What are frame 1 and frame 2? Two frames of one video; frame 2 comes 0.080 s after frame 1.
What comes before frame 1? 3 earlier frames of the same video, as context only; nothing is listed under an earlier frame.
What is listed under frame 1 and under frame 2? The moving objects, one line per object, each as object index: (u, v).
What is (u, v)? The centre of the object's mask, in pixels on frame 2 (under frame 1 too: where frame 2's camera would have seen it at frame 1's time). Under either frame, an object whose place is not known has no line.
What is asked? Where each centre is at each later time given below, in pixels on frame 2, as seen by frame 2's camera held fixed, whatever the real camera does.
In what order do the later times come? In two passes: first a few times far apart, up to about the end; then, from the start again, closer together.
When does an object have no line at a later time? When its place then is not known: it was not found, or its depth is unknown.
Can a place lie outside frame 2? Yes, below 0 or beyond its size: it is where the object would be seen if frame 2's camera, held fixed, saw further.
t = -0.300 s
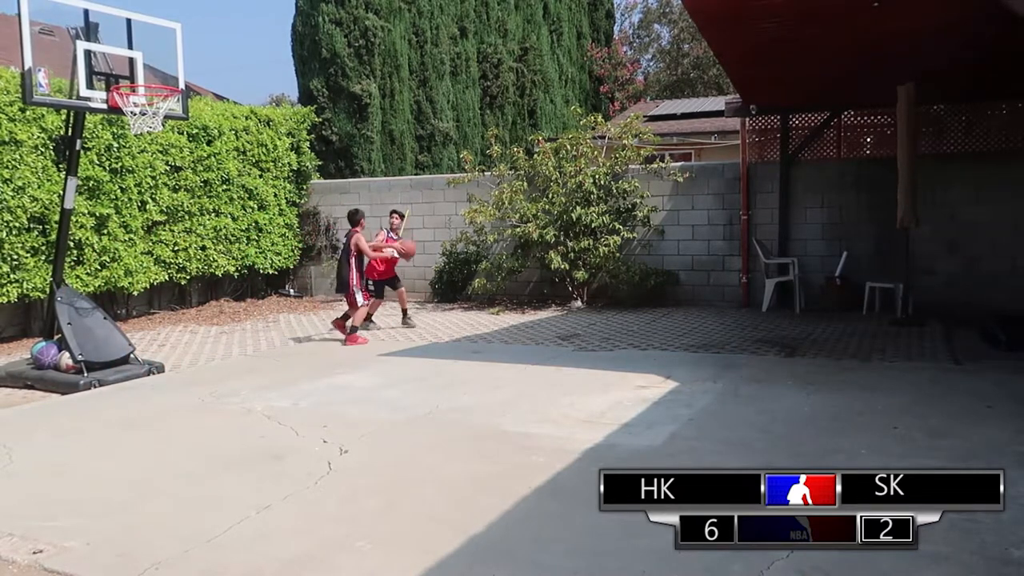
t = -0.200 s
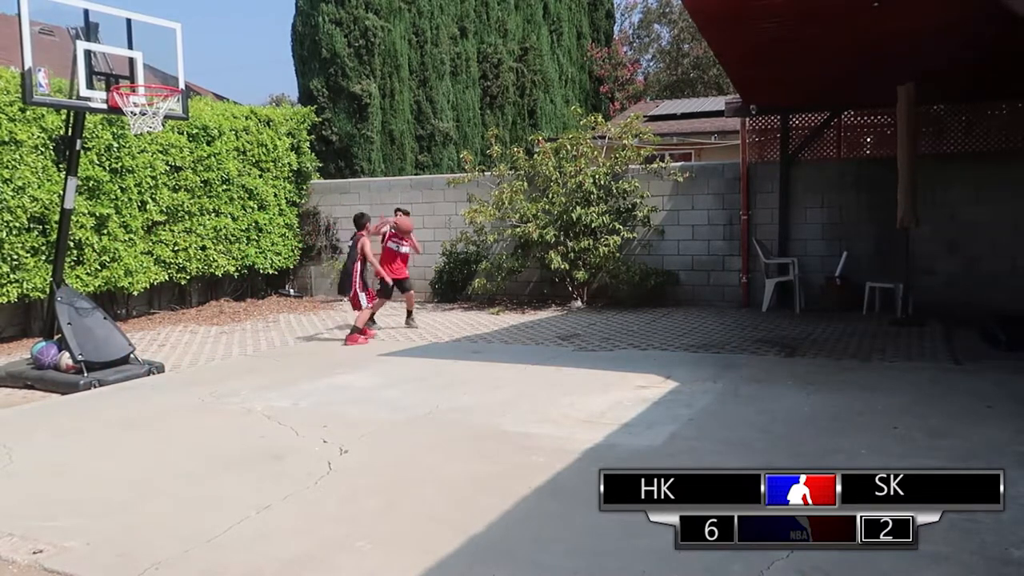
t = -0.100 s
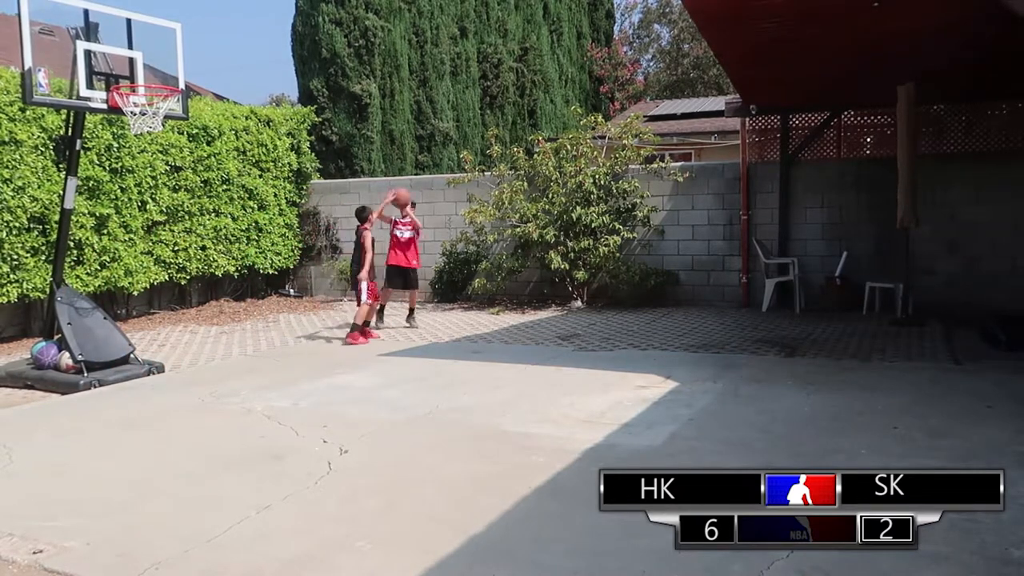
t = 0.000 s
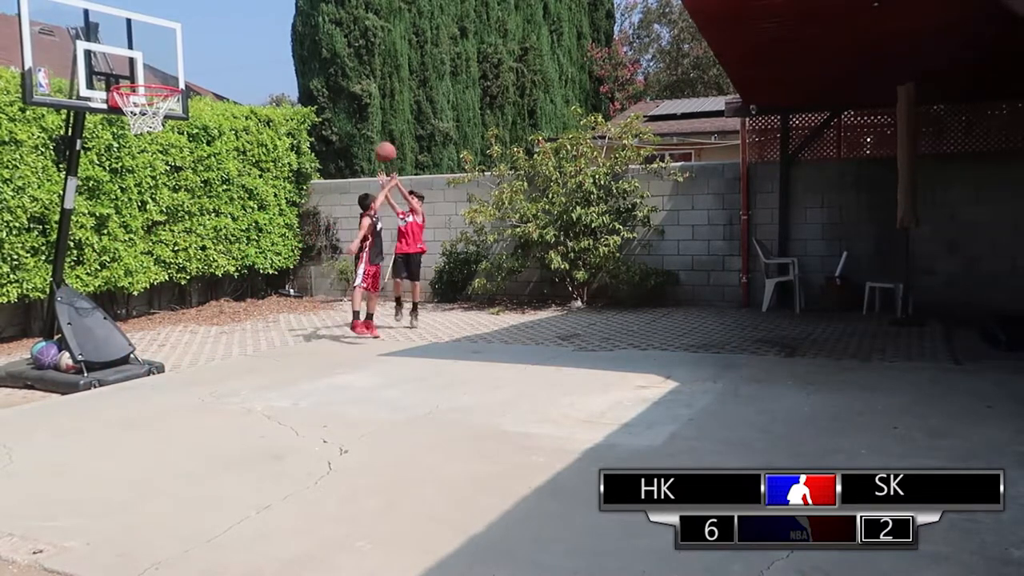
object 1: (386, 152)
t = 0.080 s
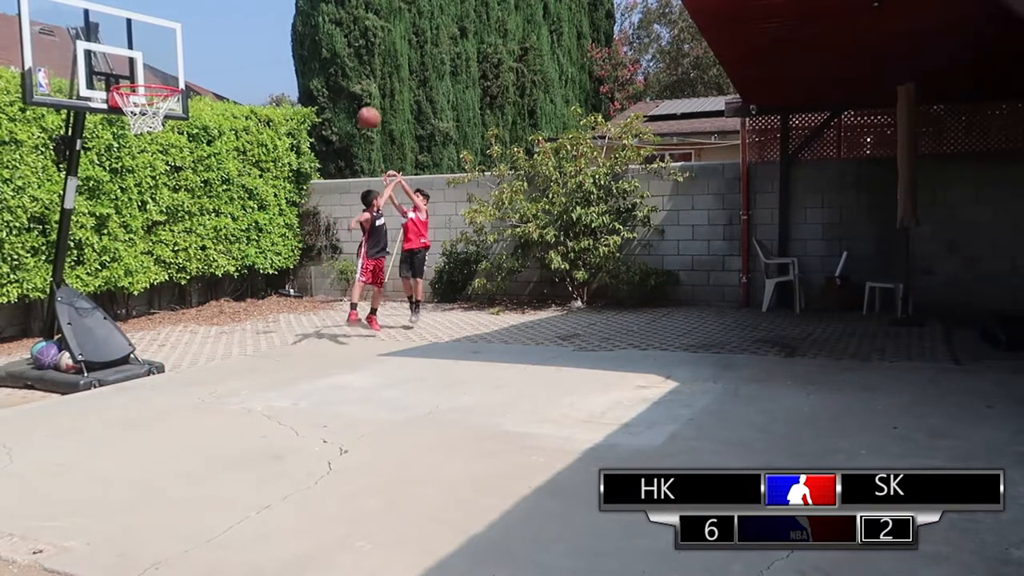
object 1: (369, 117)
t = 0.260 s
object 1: (328, 53)
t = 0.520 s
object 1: (260, 8)
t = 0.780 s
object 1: (179, 28)
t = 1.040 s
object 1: (149, 85)
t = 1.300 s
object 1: (160, 101)
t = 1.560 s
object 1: (154, 118)
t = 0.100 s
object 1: (364, 110)
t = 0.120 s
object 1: (360, 102)
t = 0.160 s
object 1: (351, 87)
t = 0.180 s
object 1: (347, 79)
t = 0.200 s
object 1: (343, 73)
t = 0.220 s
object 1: (338, 66)
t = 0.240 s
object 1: (333, 59)
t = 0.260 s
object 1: (328, 53)
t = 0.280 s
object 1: (323, 47)
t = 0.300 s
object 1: (318, 42)
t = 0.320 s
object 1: (313, 36)
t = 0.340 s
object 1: (308, 32)
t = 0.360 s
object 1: (303, 28)
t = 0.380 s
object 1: (298, 23)
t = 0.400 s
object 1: (293, 19)
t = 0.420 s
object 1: (287, 16)
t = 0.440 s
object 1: (282, 13)
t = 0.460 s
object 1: (277, 11)
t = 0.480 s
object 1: (271, 9)
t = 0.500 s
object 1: (266, 9)
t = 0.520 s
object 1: (260, 8)
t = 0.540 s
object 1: (254, 7)
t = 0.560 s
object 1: (248, 7)
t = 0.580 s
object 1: (243, 7)
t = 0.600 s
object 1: (236, 7)
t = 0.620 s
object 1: (230, 8)
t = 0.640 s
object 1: (224, 8)
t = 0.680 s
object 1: (212, 11)
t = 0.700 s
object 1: (205, 12)
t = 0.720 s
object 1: (199, 14)
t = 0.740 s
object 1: (192, 18)
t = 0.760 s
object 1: (186, 23)
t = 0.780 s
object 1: (179, 28)
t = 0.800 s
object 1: (172, 34)
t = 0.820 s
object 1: (164, 40)
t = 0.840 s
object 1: (158, 47)
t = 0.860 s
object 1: (151, 54)
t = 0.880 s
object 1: (144, 63)
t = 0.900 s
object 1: (136, 71)
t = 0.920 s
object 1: (131, 76)
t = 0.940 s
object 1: (137, 77)
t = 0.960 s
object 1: (142, 77)
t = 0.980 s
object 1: (147, 78)
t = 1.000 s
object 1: (154, 88)
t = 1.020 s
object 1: (153, 85)
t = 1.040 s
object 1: (149, 85)
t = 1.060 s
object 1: (145, 78)
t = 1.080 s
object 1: (142, 83)
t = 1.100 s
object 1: (139, 83)
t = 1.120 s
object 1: (135, 86)
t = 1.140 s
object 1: (132, 88)
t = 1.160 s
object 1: (137, 89)
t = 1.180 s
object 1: (140, 89)
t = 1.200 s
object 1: (143, 91)
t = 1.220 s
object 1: (148, 94)
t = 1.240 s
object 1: (152, 96)
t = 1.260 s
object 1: (154, 100)
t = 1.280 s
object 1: (158, 100)
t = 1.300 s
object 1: (160, 101)
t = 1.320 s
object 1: (161, 101)
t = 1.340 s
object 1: (160, 108)
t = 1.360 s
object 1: (161, 112)
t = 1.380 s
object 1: (160, 111)
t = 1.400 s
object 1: (160, 109)
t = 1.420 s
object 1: (159, 110)
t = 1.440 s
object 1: (158, 112)
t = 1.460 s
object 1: (157, 114)
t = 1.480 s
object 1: (157, 115)
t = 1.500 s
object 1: (156, 116)
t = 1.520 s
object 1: (154, 118)
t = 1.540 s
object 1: (154, 119)
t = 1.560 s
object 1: (154, 118)
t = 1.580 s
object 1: (149, 127)
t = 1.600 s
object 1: (148, 127)
